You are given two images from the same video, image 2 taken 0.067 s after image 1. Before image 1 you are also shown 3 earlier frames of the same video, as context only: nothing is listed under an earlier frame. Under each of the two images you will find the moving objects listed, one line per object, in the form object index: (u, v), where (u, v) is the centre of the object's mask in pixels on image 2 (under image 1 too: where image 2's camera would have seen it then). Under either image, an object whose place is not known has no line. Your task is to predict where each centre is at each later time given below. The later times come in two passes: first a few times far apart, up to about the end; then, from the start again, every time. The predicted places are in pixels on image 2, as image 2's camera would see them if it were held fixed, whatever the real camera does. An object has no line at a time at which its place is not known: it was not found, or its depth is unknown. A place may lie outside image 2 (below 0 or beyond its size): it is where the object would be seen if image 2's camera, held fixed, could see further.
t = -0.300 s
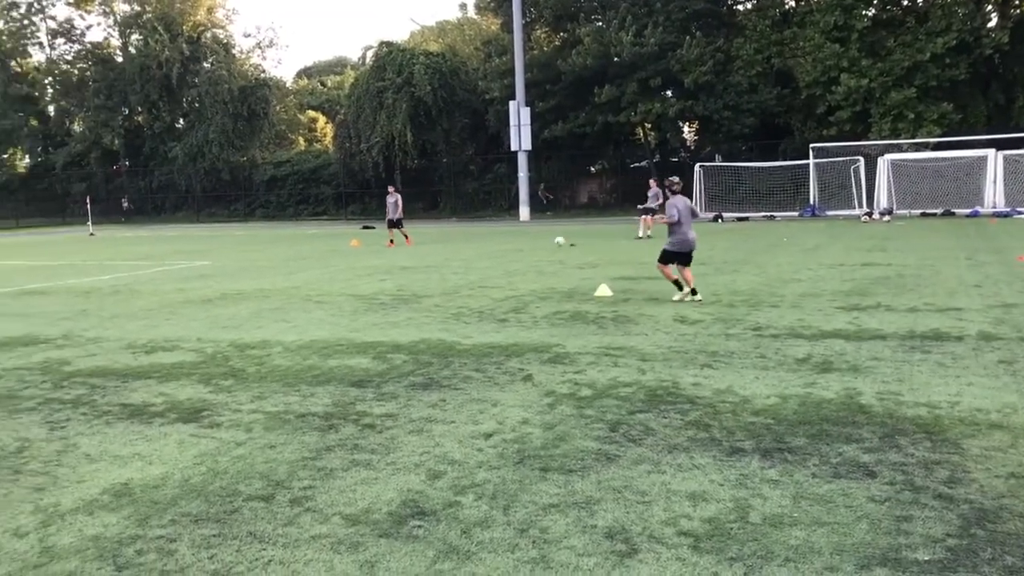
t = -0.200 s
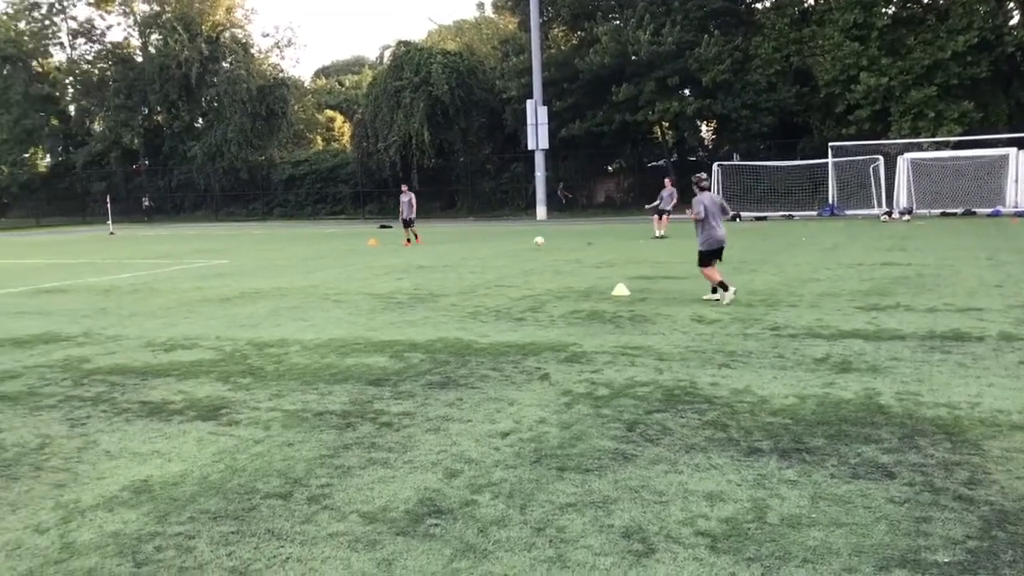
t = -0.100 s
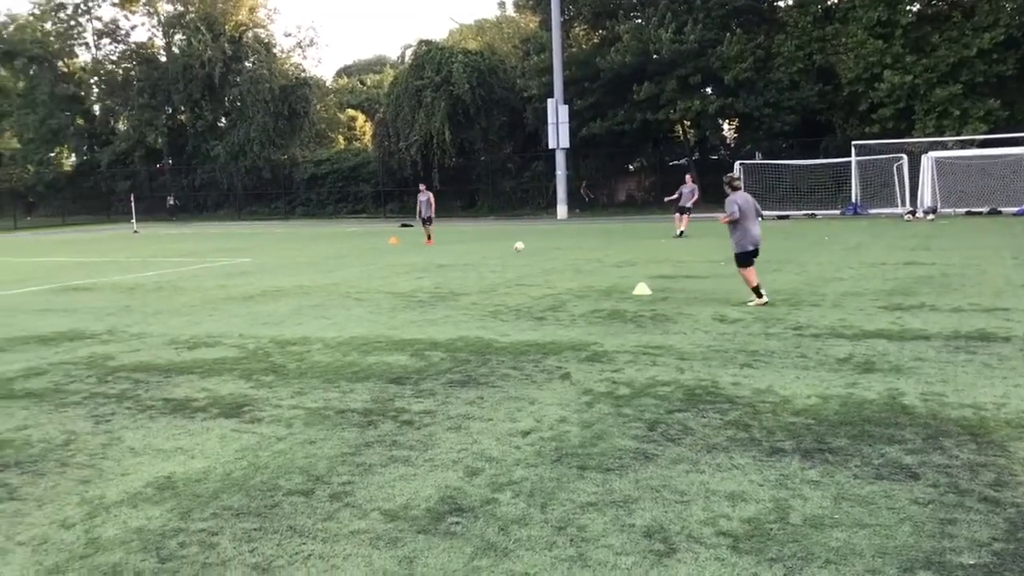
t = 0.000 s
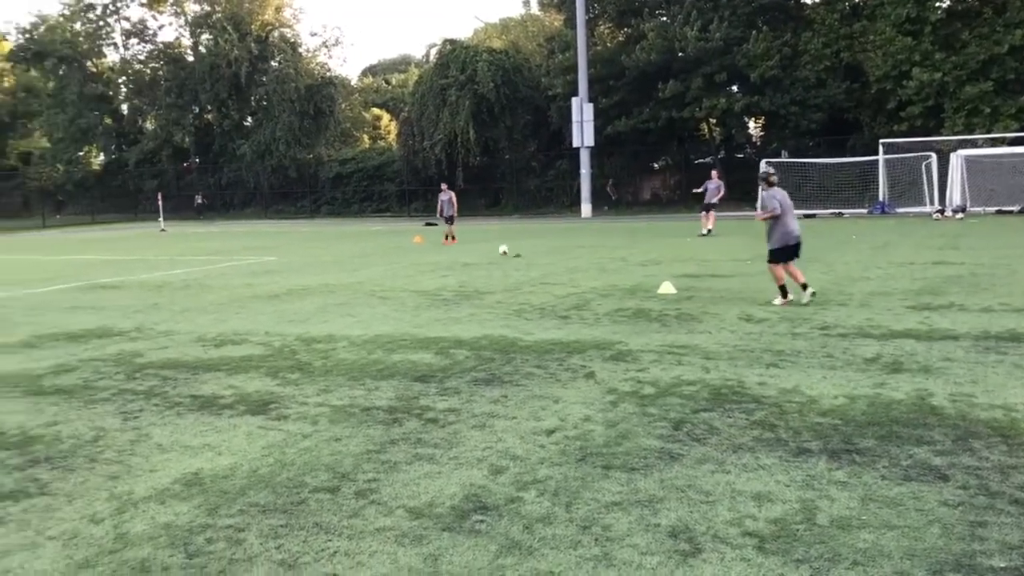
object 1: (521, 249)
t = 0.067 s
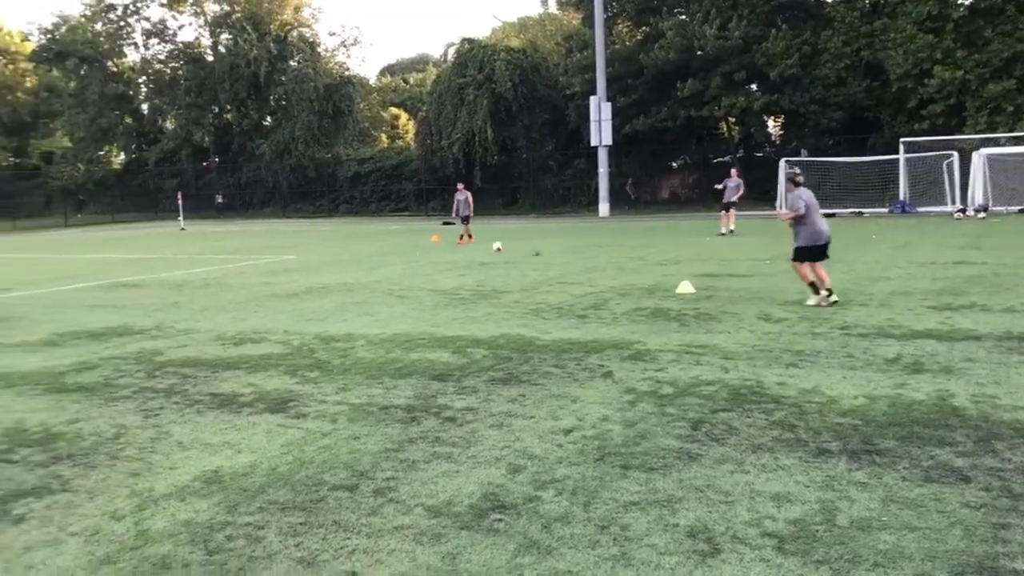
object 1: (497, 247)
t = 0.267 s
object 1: (422, 254)
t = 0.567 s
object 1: (293, 262)
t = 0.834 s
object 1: (155, 286)
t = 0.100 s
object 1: (485, 246)
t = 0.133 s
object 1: (473, 247)
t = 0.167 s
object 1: (461, 247)
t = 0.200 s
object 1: (448, 249)
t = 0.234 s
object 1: (435, 251)
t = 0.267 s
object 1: (422, 254)
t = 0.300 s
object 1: (408, 258)
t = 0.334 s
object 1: (395, 262)
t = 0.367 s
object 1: (381, 268)
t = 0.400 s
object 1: (367, 267)
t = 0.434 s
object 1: (352, 264)
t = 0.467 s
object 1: (339, 263)
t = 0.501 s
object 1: (324, 262)
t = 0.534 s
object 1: (309, 262)
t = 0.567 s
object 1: (293, 262)
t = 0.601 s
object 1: (278, 264)
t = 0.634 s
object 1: (261, 266)
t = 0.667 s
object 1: (245, 269)
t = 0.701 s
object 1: (228, 273)
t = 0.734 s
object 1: (210, 277)
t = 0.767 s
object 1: (193, 283)
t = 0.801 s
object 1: (175, 288)
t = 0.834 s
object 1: (155, 286)
